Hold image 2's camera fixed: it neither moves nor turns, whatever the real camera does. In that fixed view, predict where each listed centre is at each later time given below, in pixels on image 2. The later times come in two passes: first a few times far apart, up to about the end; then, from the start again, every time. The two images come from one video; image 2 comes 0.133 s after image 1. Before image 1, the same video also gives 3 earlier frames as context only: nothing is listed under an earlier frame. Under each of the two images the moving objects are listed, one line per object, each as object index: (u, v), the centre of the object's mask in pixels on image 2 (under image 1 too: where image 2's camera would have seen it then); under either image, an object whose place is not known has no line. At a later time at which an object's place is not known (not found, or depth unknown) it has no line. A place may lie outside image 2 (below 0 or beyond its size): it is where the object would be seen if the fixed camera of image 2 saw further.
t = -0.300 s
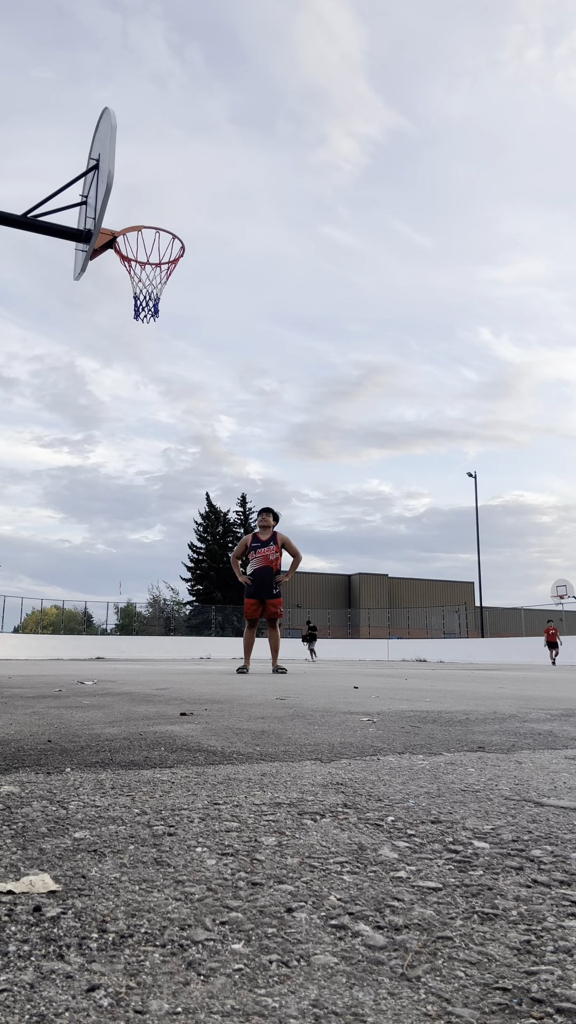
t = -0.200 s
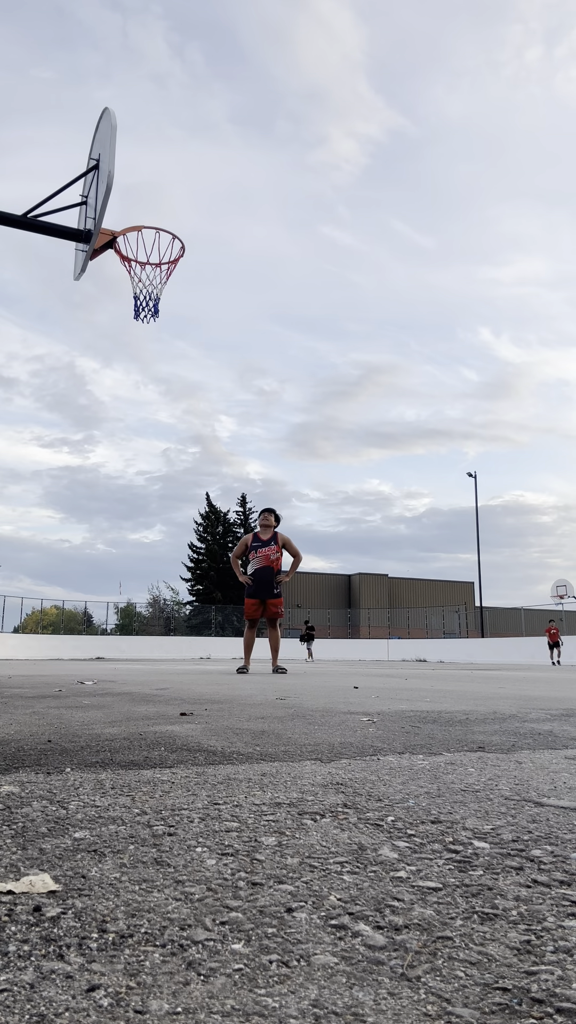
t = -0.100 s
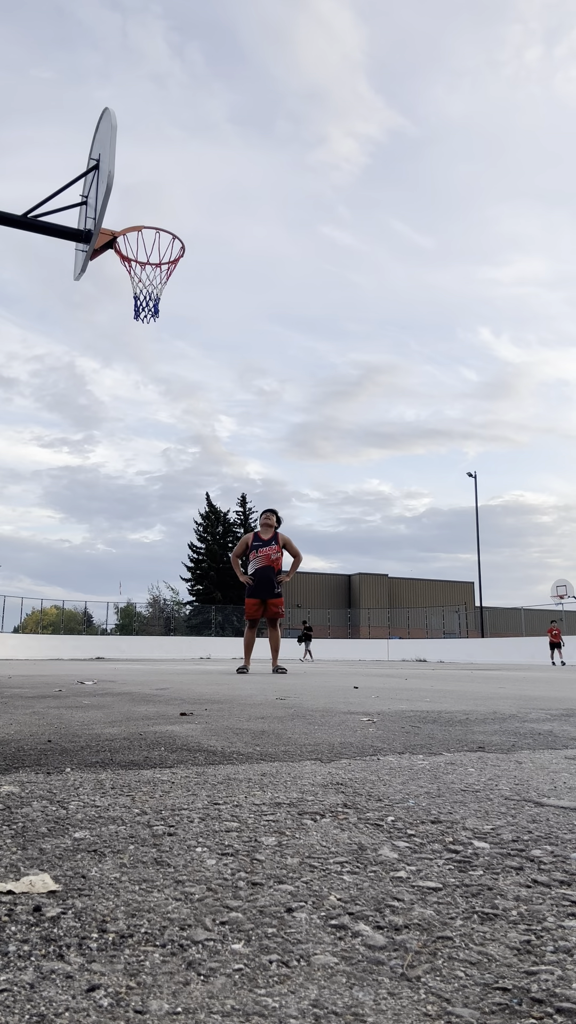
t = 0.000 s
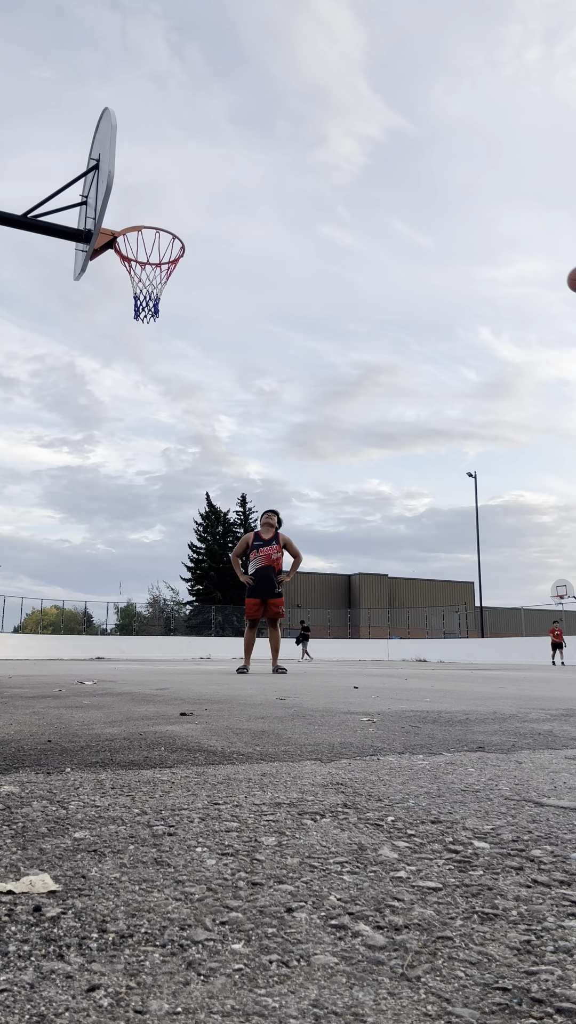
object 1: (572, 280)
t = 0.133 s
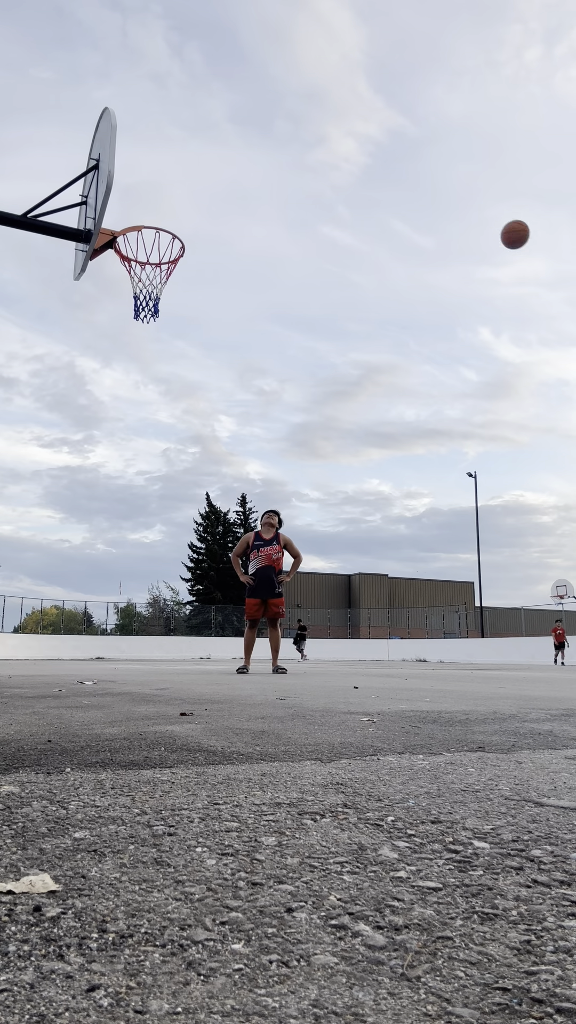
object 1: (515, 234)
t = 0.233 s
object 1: (463, 211)
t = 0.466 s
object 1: (333, 196)
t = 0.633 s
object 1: (227, 225)
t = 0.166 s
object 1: (498, 226)
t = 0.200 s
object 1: (481, 218)
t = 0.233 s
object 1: (463, 211)
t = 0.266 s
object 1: (446, 206)
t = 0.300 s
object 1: (428, 201)
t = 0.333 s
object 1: (410, 198)
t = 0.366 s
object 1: (391, 195)
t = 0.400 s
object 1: (372, 194)
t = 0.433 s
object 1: (353, 194)
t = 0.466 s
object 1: (333, 196)
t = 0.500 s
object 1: (313, 199)
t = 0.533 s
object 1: (293, 203)
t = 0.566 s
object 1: (271, 209)
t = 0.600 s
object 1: (250, 216)
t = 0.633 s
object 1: (227, 225)
